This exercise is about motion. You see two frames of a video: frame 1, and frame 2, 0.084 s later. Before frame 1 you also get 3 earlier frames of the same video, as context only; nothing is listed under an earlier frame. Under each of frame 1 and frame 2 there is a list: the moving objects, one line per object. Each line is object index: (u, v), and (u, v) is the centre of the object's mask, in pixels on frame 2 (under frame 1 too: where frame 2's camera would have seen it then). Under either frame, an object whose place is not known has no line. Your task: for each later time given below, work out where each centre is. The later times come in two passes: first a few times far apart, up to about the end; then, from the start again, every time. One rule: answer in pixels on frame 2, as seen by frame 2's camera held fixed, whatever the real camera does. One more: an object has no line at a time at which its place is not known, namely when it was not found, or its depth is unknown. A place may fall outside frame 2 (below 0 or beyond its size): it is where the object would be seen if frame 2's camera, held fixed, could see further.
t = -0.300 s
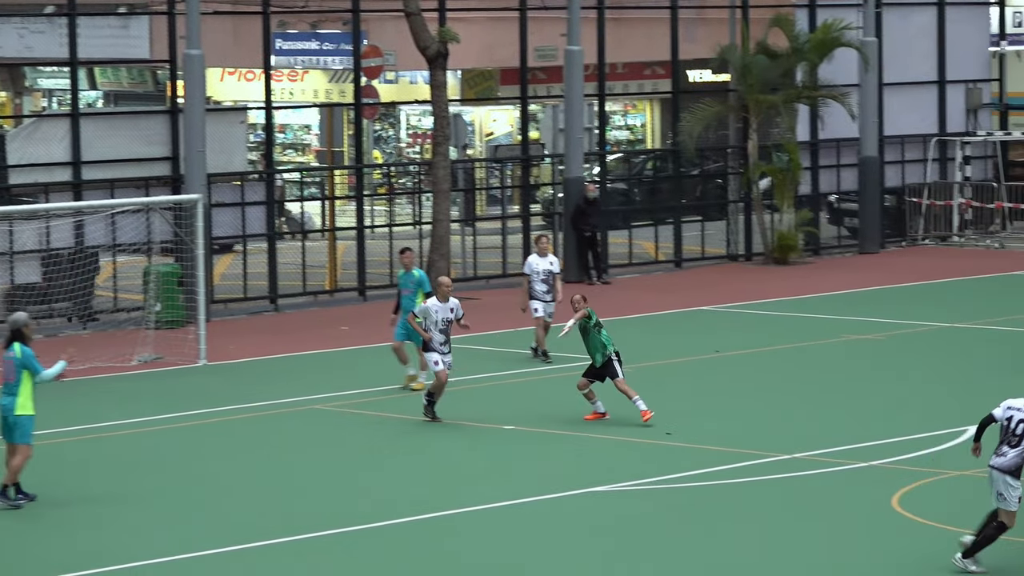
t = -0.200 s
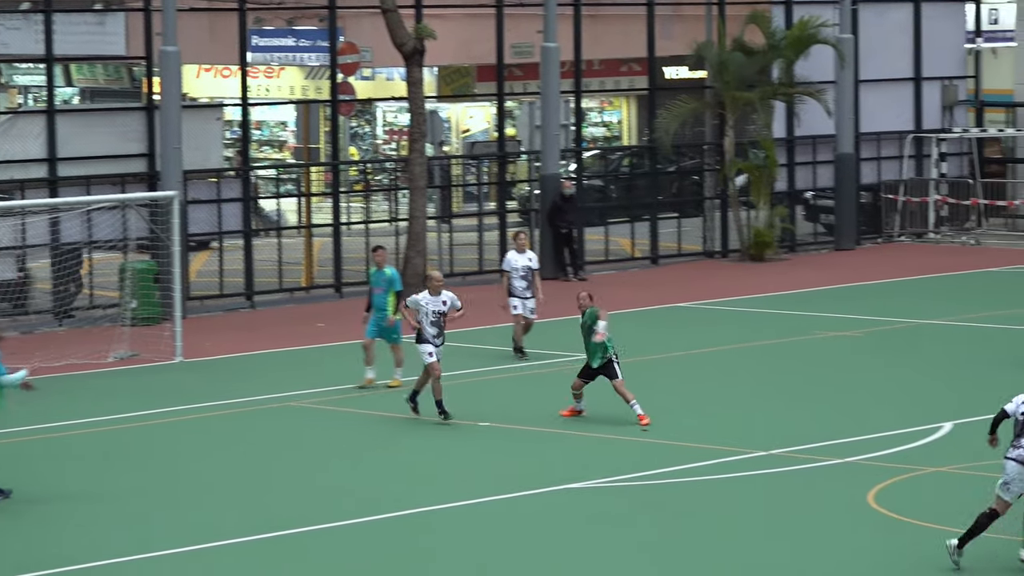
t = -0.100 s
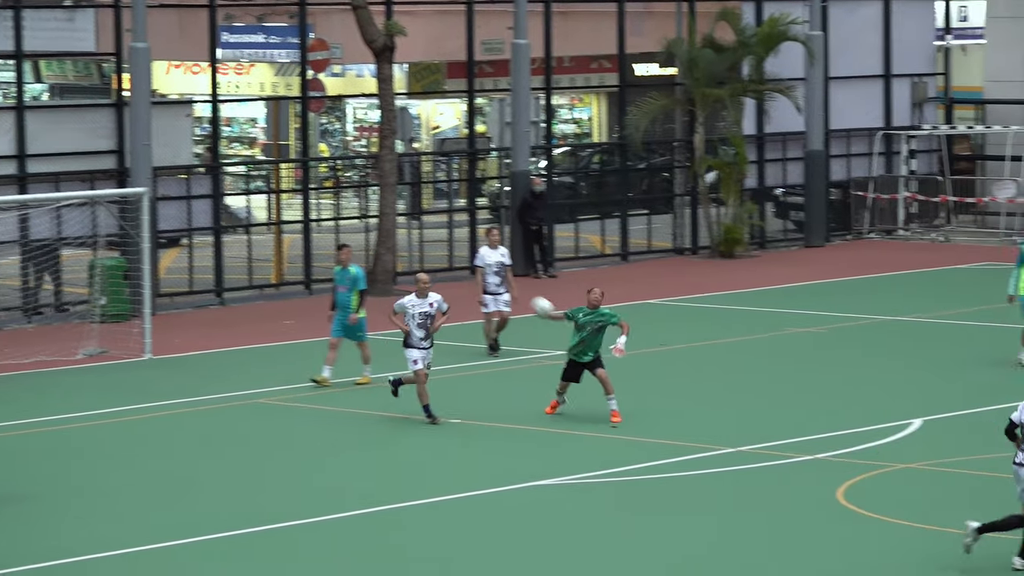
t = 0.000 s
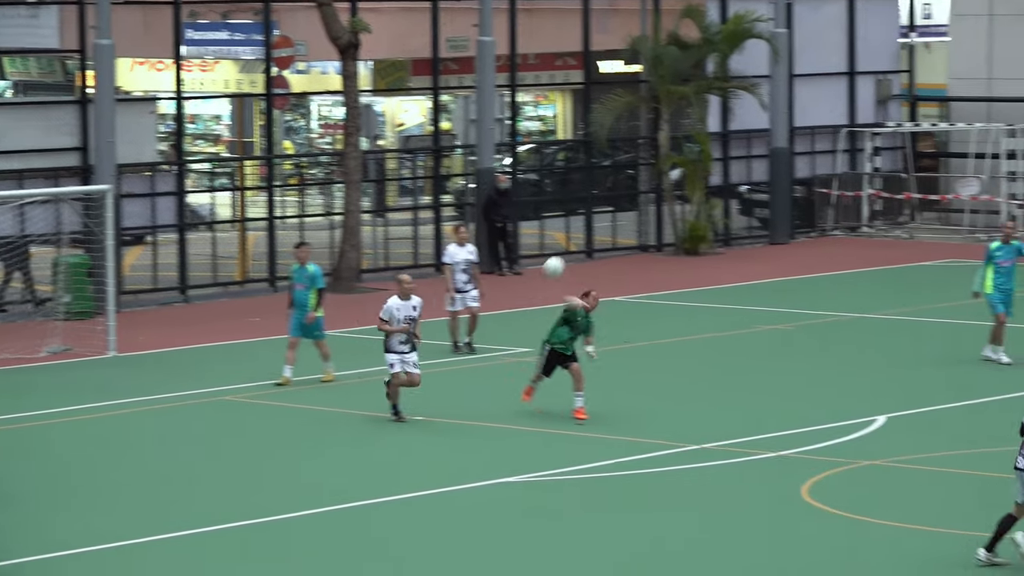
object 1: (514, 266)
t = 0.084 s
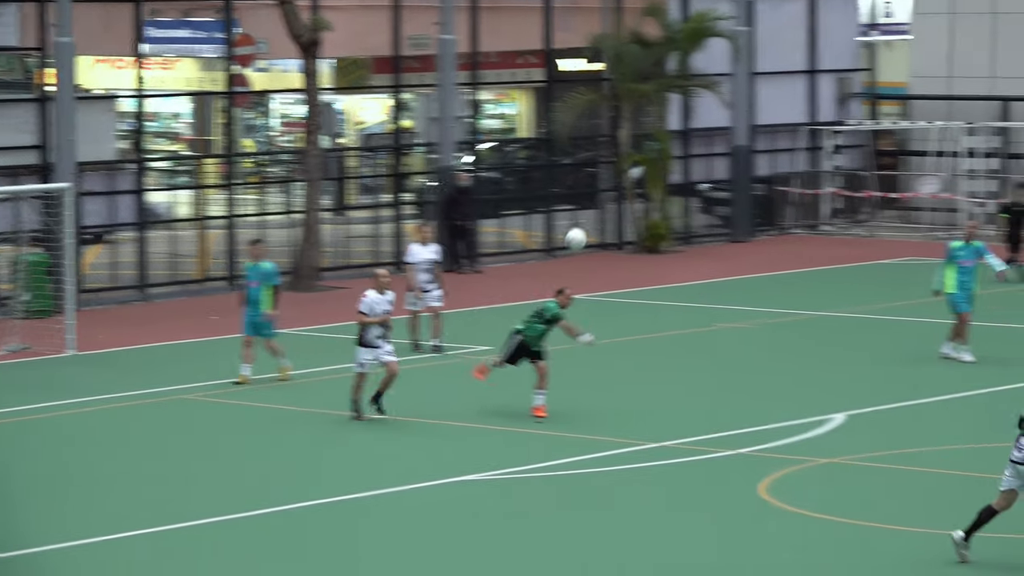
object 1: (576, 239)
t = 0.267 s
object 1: (710, 188)
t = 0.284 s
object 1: (720, 184)
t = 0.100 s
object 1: (589, 233)
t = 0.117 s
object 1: (601, 229)
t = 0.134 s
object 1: (614, 224)
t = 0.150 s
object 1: (627, 218)
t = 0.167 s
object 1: (640, 213)
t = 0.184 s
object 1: (653, 209)
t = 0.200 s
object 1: (667, 204)
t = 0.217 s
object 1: (680, 199)
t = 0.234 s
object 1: (692, 195)
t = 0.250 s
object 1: (700, 191)
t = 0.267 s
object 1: (710, 188)
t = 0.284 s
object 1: (720, 184)
